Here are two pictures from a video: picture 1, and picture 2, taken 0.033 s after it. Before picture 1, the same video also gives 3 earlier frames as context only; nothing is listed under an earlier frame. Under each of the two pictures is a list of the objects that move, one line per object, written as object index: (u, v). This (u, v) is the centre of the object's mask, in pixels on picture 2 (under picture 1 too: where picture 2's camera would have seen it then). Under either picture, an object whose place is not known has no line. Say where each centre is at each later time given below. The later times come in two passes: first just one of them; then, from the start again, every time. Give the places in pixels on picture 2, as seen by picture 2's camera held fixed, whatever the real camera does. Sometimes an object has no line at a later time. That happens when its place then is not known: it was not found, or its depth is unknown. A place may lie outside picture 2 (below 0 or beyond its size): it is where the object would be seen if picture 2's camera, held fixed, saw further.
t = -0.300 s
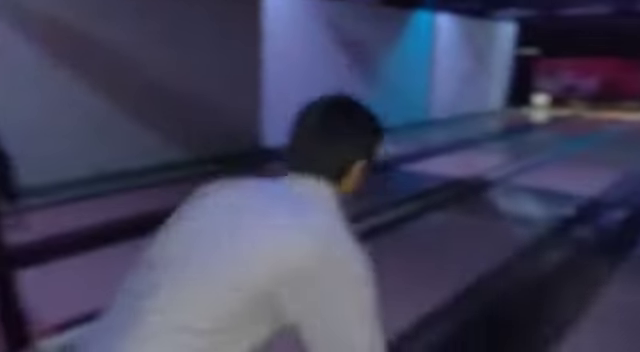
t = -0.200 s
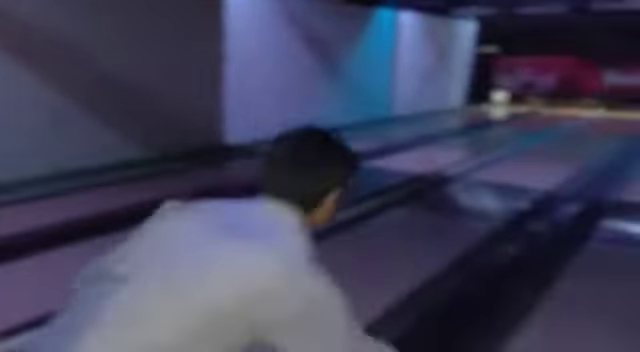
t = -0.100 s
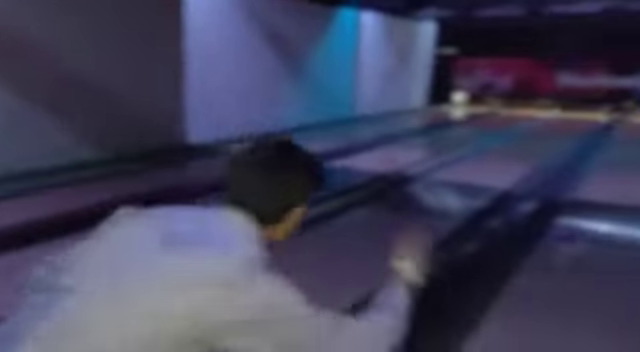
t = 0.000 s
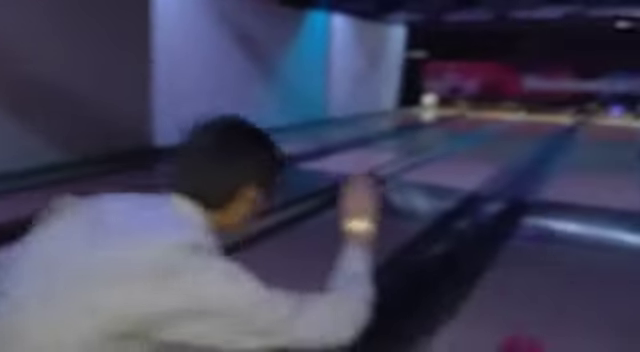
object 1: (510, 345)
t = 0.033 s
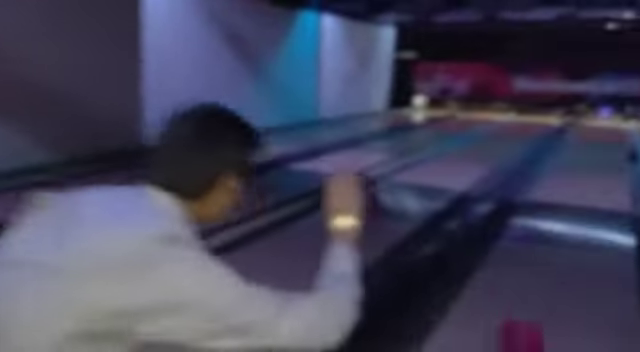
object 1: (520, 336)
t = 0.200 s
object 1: (553, 286)
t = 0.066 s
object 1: (531, 325)
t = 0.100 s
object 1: (537, 314)
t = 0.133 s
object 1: (542, 306)
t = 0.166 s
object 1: (550, 296)
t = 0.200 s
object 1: (553, 286)
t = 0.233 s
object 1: (559, 278)
